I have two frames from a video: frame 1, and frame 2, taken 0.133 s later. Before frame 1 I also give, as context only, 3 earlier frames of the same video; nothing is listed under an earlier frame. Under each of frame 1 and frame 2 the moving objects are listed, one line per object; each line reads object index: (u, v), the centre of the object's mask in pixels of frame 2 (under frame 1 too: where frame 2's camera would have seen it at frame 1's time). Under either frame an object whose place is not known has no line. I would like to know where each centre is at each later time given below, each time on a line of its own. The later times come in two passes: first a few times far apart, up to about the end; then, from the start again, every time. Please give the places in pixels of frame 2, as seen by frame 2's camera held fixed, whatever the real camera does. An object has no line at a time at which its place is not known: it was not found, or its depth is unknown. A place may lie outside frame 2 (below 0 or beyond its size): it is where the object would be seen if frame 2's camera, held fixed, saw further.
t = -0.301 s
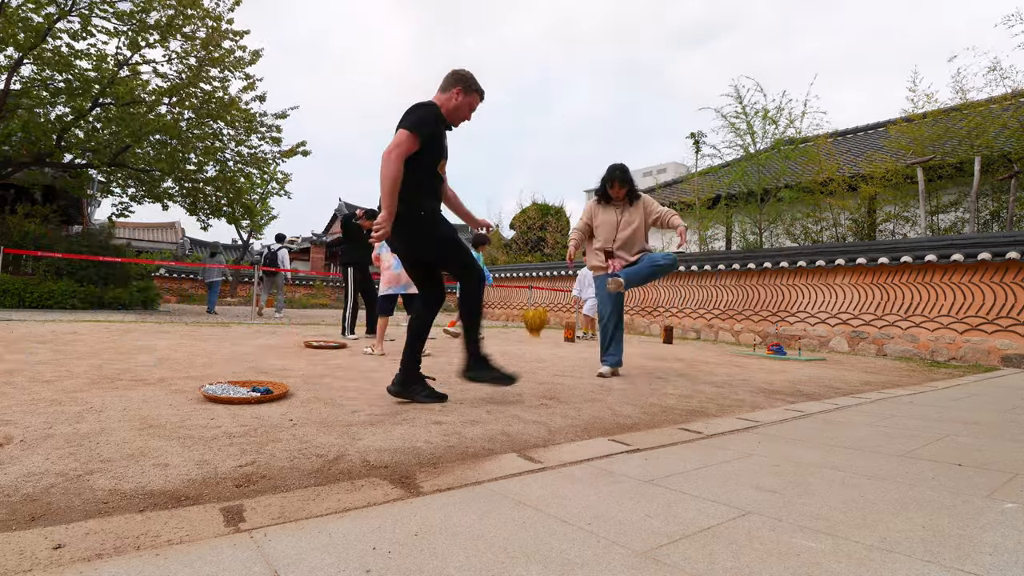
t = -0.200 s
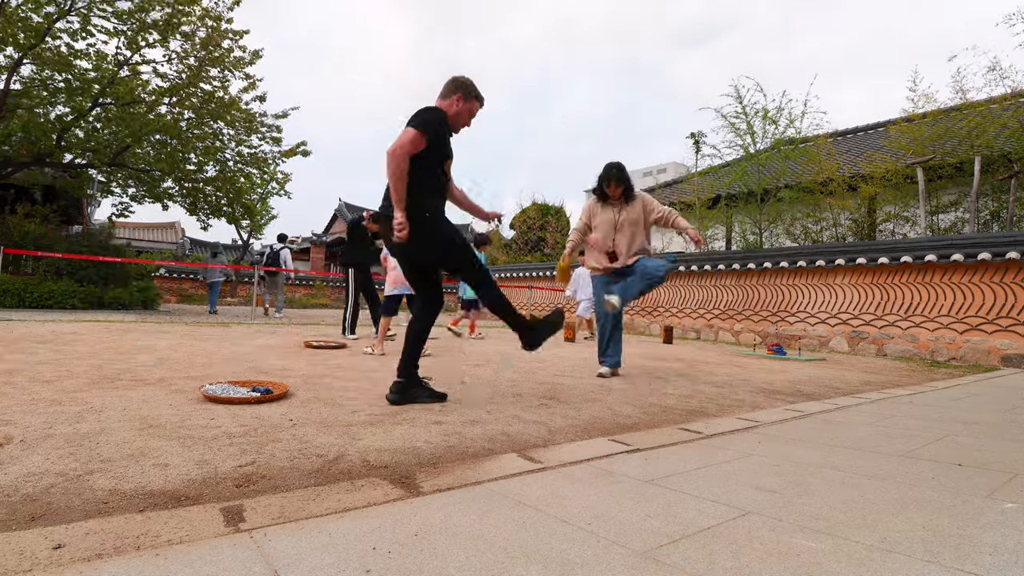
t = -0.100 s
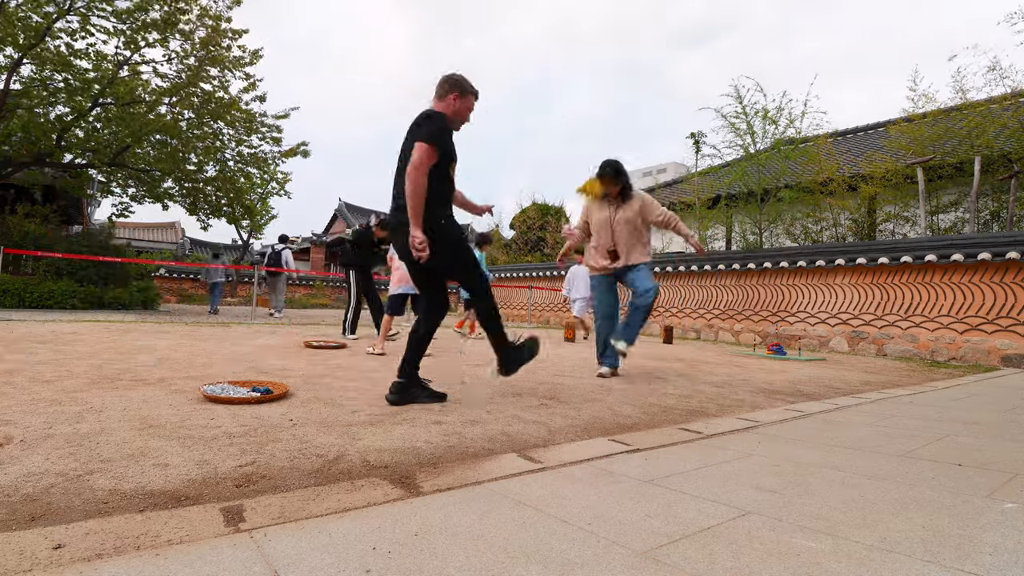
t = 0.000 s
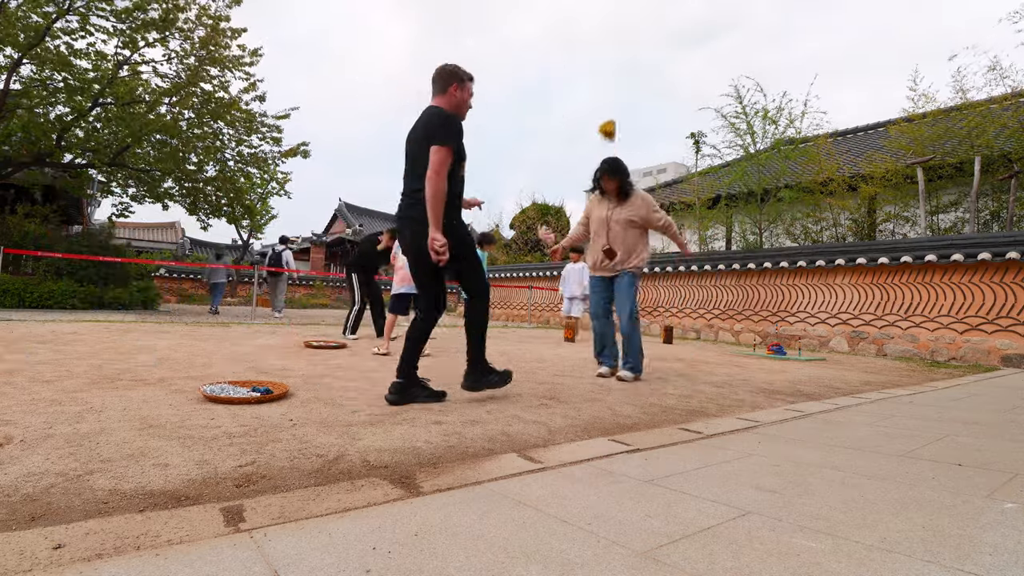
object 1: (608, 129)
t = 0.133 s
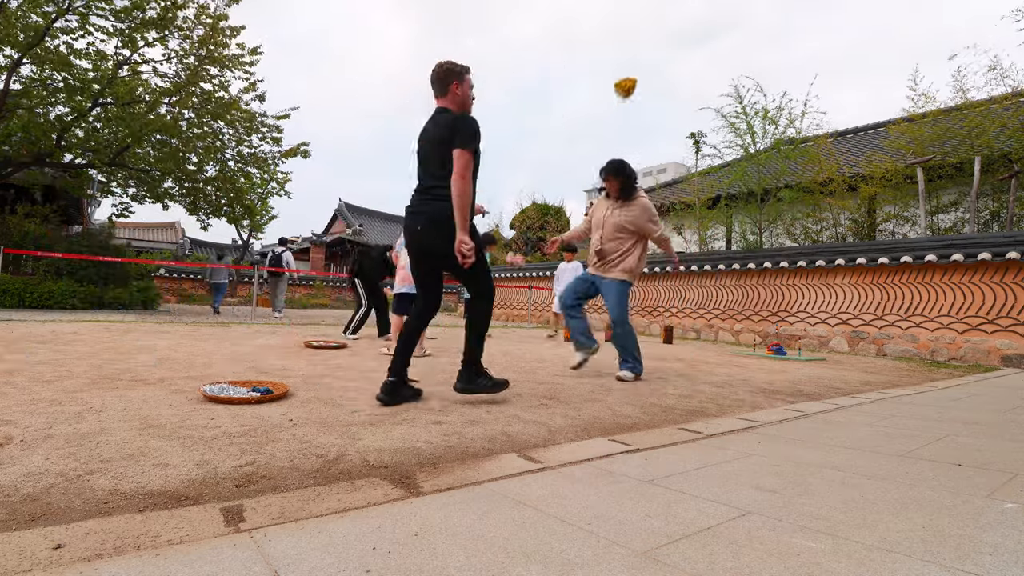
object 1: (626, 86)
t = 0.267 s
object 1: (643, 72)
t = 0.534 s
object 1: (671, 113)
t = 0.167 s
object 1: (630, 80)
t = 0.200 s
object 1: (635, 76)
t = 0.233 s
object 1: (639, 73)
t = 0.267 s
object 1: (643, 72)
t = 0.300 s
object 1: (647, 72)
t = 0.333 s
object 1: (651, 73)
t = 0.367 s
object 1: (655, 75)
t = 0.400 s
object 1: (658, 79)
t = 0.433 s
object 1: (662, 85)
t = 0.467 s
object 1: (665, 93)
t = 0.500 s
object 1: (668, 102)
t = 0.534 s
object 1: (671, 113)
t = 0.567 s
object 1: (673, 126)
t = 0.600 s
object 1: (676, 139)
